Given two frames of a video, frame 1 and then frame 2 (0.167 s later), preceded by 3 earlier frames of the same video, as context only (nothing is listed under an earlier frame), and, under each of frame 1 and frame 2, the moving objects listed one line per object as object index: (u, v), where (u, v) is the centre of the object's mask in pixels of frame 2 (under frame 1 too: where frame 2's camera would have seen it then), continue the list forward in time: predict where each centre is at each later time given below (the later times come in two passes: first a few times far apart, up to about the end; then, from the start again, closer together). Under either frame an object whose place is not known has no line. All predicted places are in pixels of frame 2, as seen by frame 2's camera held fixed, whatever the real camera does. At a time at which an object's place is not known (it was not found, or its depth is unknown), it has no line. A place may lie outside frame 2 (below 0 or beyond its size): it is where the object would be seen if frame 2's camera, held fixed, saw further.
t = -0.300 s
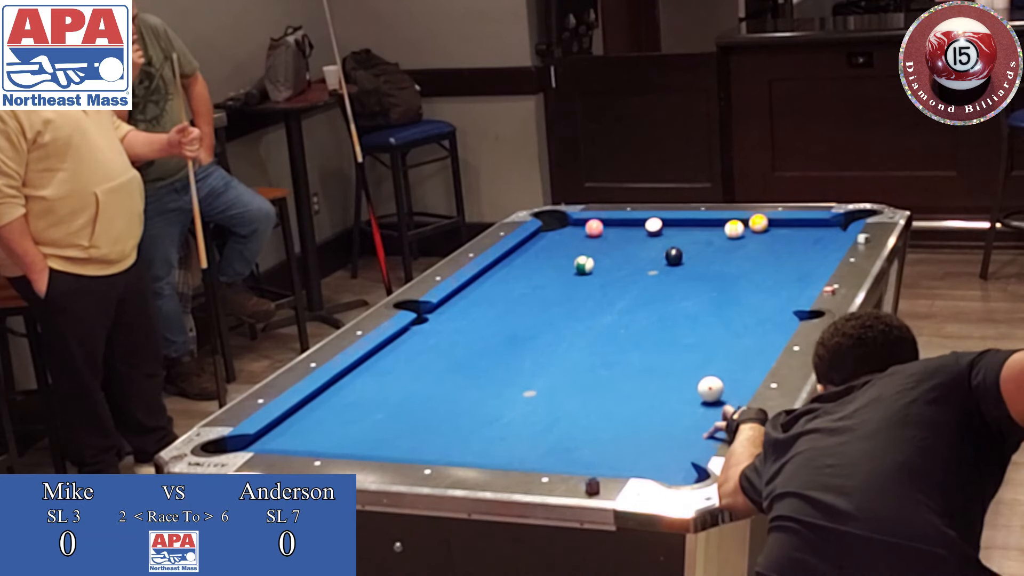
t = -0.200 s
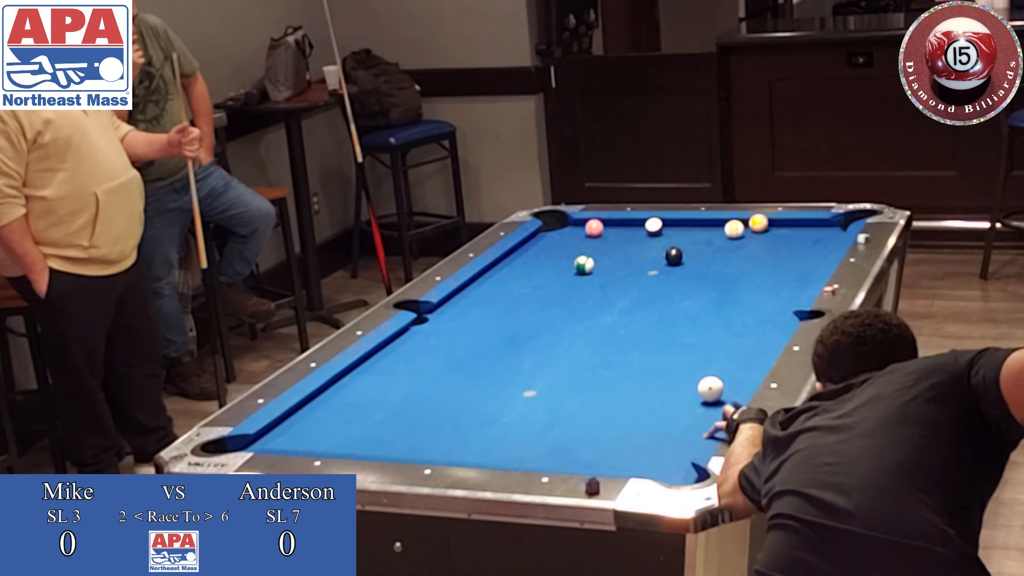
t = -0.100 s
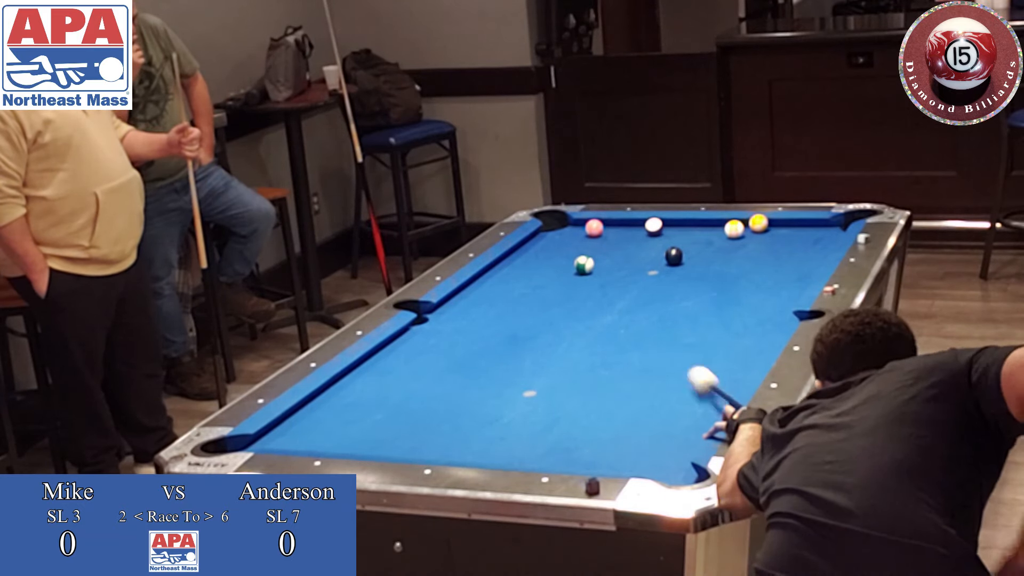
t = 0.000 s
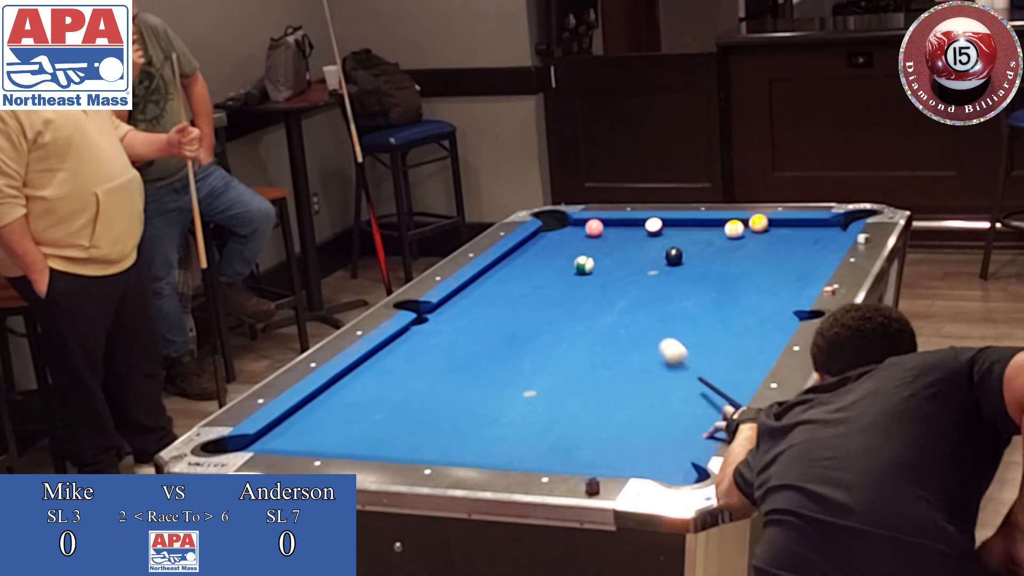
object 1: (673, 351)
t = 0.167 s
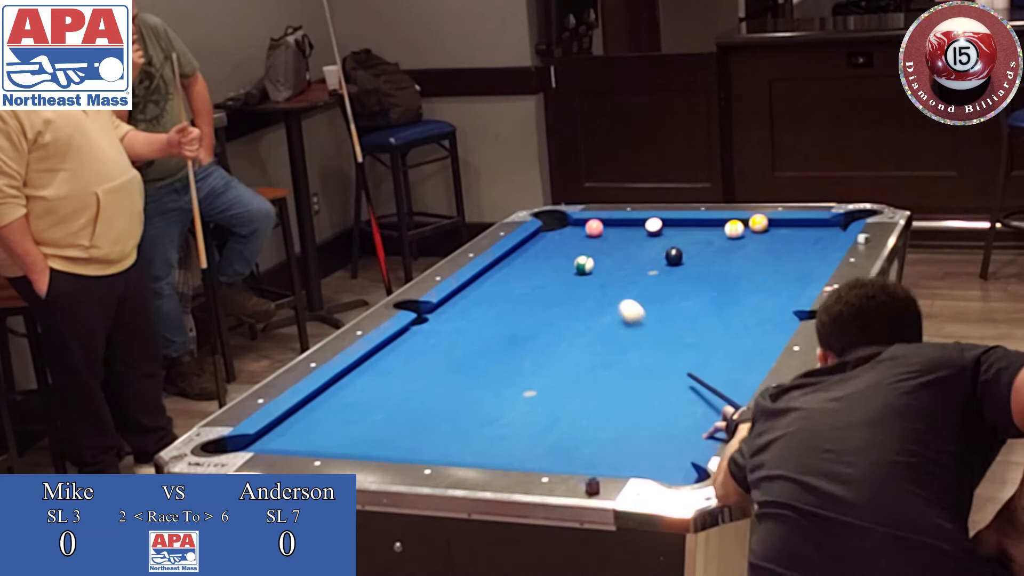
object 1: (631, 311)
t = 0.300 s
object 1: (603, 284)
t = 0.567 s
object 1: (572, 265)
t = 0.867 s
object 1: (547, 253)
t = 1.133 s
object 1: (527, 244)
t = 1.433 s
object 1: (552, 239)
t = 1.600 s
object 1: (563, 231)
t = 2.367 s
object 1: (605, 232)
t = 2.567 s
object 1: (610, 232)
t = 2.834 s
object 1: (616, 232)
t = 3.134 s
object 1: (620, 231)
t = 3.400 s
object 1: (622, 231)
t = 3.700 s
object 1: (622, 231)
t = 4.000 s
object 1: (622, 231)
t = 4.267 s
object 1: (622, 231)
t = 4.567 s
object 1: (622, 231)
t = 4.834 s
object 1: (622, 231)
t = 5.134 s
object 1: (622, 231)
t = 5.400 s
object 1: (622, 231)
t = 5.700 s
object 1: (622, 231)
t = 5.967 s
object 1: (622, 231)
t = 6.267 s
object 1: (622, 231)
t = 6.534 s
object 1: (622, 231)
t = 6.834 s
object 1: (622, 231)
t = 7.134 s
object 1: (622, 231)
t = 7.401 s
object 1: (622, 231)
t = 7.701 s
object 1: (622, 231)
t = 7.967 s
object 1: (622, 231)
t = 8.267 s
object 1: (622, 231)
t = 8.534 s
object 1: (622, 231)
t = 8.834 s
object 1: (622, 232)
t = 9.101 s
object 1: (622, 232)
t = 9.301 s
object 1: (622, 231)
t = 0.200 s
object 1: (624, 304)
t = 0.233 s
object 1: (616, 297)
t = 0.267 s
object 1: (609, 291)
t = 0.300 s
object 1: (603, 284)
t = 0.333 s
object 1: (596, 278)
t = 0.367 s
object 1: (590, 272)
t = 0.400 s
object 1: (586, 269)
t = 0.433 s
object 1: (584, 269)
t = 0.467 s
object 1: (581, 268)
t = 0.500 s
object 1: (578, 267)
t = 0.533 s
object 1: (575, 266)
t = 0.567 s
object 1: (572, 265)
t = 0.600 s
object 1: (569, 263)
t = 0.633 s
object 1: (566, 262)
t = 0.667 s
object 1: (563, 261)
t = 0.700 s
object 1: (560, 260)
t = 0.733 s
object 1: (557, 258)
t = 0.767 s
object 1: (555, 257)
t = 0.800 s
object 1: (552, 256)
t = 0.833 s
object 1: (549, 254)
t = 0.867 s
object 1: (547, 253)
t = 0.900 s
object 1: (544, 252)
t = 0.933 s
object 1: (541, 251)
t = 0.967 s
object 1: (539, 250)
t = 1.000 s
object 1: (536, 248)
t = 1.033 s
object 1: (534, 247)
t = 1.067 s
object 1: (531, 246)
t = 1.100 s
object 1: (529, 245)
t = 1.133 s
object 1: (527, 244)
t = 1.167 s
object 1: (529, 243)
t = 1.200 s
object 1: (531, 243)
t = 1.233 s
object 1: (535, 242)
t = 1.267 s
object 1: (538, 241)
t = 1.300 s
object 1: (540, 241)
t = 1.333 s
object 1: (544, 240)
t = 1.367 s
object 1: (547, 240)
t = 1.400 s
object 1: (549, 239)
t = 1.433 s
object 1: (552, 239)
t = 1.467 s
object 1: (555, 238)
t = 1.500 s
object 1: (558, 237)
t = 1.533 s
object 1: (560, 237)
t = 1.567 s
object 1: (561, 235)
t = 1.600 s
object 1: (563, 231)
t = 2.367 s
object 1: (605, 232)
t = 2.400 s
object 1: (605, 232)
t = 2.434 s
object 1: (606, 232)
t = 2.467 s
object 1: (607, 232)
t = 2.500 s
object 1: (608, 232)
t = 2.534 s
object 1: (609, 232)
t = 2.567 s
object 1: (610, 232)
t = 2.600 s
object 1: (611, 232)
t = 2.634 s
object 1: (612, 232)
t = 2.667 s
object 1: (612, 232)
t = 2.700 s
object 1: (613, 232)
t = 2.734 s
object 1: (614, 232)
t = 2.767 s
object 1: (615, 232)
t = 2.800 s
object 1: (615, 232)
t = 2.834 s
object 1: (616, 232)
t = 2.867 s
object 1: (617, 232)
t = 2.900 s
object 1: (617, 232)
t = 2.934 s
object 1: (618, 232)
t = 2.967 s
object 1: (618, 232)
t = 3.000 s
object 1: (619, 232)
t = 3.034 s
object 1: (619, 232)
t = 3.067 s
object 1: (619, 232)
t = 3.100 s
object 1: (620, 232)
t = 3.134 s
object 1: (620, 231)
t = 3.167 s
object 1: (621, 231)
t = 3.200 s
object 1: (621, 231)
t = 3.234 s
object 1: (621, 231)
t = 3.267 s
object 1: (622, 231)
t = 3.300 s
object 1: (622, 231)
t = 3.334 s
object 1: (622, 231)
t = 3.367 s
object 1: (622, 231)
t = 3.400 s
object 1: (622, 231)
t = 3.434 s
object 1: (622, 231)
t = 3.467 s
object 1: (622, 231)
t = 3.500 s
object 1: (622, 231)
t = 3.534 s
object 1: (622, 231)
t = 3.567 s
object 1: (622, 231)
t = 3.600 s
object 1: (622, 231)
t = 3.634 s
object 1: (622, 231)
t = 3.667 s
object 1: (622, 231)
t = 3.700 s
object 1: (622, 231)
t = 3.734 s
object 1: (622, 231)
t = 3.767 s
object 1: (622, 231)
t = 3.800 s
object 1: (622, 231)
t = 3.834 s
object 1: (622, 231)
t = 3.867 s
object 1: (622, 231)
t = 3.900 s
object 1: (622, 231)
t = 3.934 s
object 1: (622, 231)
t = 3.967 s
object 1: (622, 231)
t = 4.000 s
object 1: (622, 231)
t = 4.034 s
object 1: (622, 231)
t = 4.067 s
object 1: (622, 231)
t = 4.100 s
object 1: (622, 231)
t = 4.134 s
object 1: (622, 231)
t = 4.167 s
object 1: (622, 231)
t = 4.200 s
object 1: (622, 231)
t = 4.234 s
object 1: (622, 231)
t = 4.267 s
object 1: (622, 231)
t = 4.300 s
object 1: (622, 231)
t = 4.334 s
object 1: (622, 231)
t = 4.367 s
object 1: (622, 231)
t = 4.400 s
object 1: (622, 231)
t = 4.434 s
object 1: (622, 231)
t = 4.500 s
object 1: (622, 231)
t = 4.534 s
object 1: (622, 231)
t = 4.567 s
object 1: (622, 231)
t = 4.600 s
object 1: (622, 231)
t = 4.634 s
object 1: (622, 231)
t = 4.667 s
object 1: (622, 231)
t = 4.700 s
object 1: (622, 231)
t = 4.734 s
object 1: (622, 231)
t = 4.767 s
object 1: (622, 231)
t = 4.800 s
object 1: (622, 231)
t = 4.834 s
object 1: (622, 231)
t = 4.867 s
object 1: (622, 231)
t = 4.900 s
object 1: (622, 231)
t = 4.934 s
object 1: (622, 231)
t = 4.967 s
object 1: (622, 231)
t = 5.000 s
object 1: (622, 232)
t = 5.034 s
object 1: (622, 232)
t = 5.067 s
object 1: (622, 232)
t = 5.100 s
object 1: (622, 231)
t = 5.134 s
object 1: (622, 231)
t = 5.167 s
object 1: (622, 231)
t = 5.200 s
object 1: (622, 231)
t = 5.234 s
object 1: (622, 231)
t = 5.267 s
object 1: (622, 231)
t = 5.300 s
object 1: (622, 231)
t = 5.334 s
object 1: (622, 231)
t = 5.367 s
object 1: (622, 231)
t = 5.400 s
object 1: (622, 231)
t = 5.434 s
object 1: (622, 231)
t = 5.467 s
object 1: (622, 231)
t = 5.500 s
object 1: (622, 231)
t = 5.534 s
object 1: (622, 231)
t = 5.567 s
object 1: (622, 231)
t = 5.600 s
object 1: (622, 232)
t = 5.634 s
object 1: (622, 231)
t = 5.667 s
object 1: (622, 231)
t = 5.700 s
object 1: (622, 231)
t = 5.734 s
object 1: (622, 231)
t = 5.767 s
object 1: (622, 231)
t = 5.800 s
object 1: (622, 231)
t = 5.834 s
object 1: (622, 231)
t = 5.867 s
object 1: (622, 231)
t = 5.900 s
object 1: (622, 231)
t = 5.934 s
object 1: (622, 232)
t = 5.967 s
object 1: (622, 231)
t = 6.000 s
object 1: (622, 231)
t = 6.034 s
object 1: (622, 231)
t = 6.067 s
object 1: (622, 231)
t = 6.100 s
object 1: (622, 231)
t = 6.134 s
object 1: (622, 232)
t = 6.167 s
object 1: (622, 231)
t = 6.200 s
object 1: (622, 231)
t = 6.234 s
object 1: (622, 231)
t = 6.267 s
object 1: (622, 231)
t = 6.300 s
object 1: (622, 231)
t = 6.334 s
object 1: (622, 231)
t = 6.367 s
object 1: (622, 231)
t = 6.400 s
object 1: (622, 231)
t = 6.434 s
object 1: (622, 231)
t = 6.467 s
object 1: (622, 231)
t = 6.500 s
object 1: (622, 231)
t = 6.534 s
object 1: (622, 231)
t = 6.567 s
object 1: (622, 231)
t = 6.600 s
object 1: (622, 231)
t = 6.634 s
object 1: (622, 231)
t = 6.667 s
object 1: (622, 231)
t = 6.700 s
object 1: (622, 231)
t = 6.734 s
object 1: (622, 231)
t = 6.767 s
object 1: (622, 231)
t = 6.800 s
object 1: (622, 232)
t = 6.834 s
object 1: (622, 231)
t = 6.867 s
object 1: (622, 231)
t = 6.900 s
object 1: (622, 231)
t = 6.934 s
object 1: (622, 231)
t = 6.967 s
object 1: (622, 232)
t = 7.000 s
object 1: (622, 232)
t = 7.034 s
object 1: (622, 231)
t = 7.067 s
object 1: (622, 232)
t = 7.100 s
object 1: (622, 232)
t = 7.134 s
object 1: (622, 231)
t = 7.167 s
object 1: (622, 232)
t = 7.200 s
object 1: (622, 232)
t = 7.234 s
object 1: (622, 232)
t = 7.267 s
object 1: (622, 231)
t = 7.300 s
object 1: (622, 231)
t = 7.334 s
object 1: (622, 231)
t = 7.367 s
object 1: (622, 231)
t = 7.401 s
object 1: (622, 231)
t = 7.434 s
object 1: (622, 231)
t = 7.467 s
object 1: (622, 231)
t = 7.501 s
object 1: (622, 231)
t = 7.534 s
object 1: (622, 231)
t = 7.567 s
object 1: (622, 231)
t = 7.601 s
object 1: (622, 231)
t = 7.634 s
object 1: (622, 231)
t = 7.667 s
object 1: (622, 231)
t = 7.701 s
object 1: (622, 231)
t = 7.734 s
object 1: (622, 231)
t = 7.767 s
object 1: (622, 231)
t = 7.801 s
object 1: (622, 231)
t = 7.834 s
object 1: (622, 231)
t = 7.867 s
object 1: (622, 231)
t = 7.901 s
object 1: (622, 231)
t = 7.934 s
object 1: (622, 231)
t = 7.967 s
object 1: (622, 231)
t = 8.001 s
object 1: (622, 231)
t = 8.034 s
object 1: (622, 231)
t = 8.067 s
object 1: (622, 231)
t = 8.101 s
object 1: (622, 231)
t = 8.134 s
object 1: (622, 231)
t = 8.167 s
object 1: (622, 231)
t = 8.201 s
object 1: (622, 231)
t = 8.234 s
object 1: (622, 231)
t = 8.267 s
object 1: (622, 231)
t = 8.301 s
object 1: (622, 231)
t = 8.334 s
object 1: (622, 231)
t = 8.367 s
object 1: (622, 231)
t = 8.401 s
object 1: (622, 231)
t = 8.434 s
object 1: (622, 232)
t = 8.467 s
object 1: (622, 232)
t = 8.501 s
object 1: (622, 232)
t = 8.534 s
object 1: (622, 231)
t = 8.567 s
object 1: (622, 231)
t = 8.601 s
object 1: (622, 232)
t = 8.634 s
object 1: (622, 232)
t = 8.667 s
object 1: (622, 232)
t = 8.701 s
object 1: (622, 232)
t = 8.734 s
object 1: (622, 232)
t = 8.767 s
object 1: (622, 232)
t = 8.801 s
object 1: (622, 232)
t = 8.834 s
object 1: (622, 232)
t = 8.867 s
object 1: (622, 232)
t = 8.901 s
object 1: (622, 232)
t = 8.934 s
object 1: (622, 232)
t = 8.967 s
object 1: (622, 232)
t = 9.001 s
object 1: (622, 232)
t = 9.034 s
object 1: (622, 232)
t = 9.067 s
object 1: (622, 232)
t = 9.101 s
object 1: (622, 232)
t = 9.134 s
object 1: (622, 231)
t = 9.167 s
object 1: (622, 232)
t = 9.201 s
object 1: (621, 232)
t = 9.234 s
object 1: (622, 231)
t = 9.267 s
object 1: (622, 231)
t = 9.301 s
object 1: (622, 231)
